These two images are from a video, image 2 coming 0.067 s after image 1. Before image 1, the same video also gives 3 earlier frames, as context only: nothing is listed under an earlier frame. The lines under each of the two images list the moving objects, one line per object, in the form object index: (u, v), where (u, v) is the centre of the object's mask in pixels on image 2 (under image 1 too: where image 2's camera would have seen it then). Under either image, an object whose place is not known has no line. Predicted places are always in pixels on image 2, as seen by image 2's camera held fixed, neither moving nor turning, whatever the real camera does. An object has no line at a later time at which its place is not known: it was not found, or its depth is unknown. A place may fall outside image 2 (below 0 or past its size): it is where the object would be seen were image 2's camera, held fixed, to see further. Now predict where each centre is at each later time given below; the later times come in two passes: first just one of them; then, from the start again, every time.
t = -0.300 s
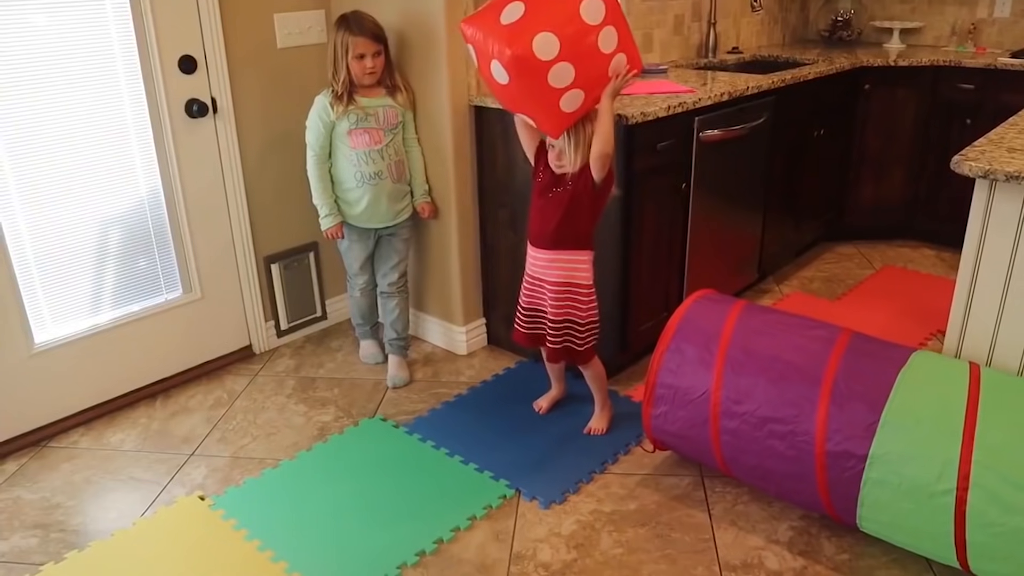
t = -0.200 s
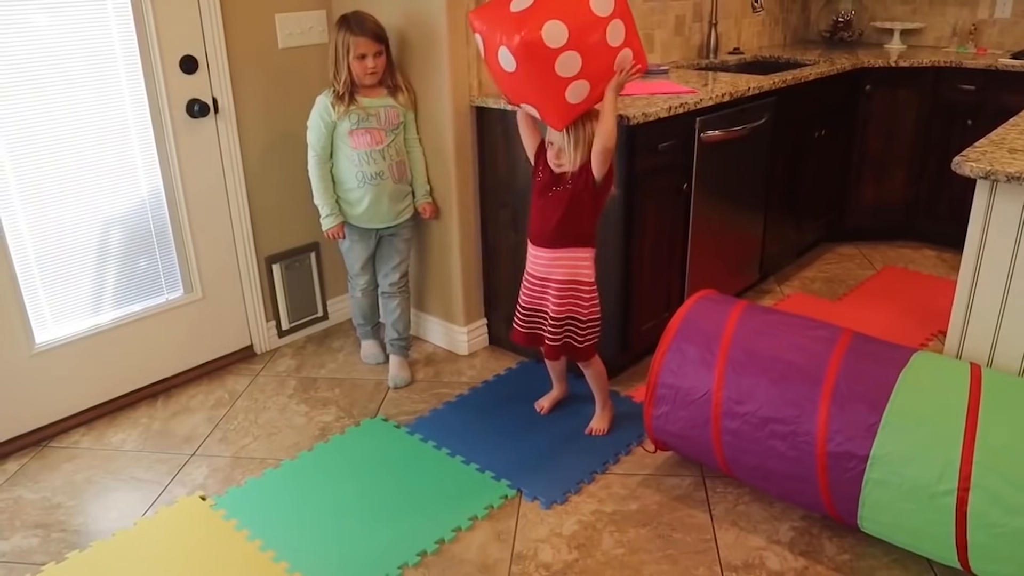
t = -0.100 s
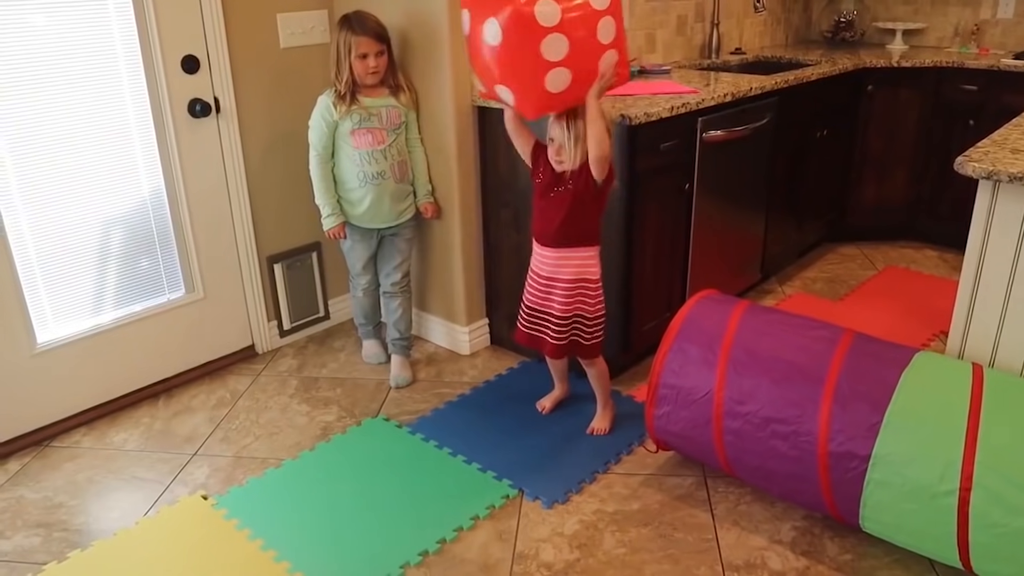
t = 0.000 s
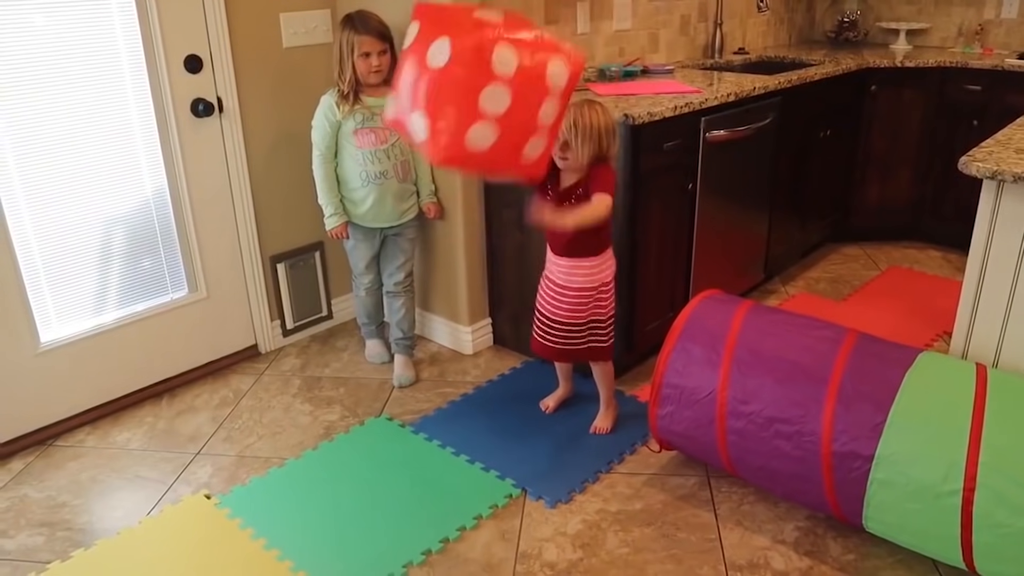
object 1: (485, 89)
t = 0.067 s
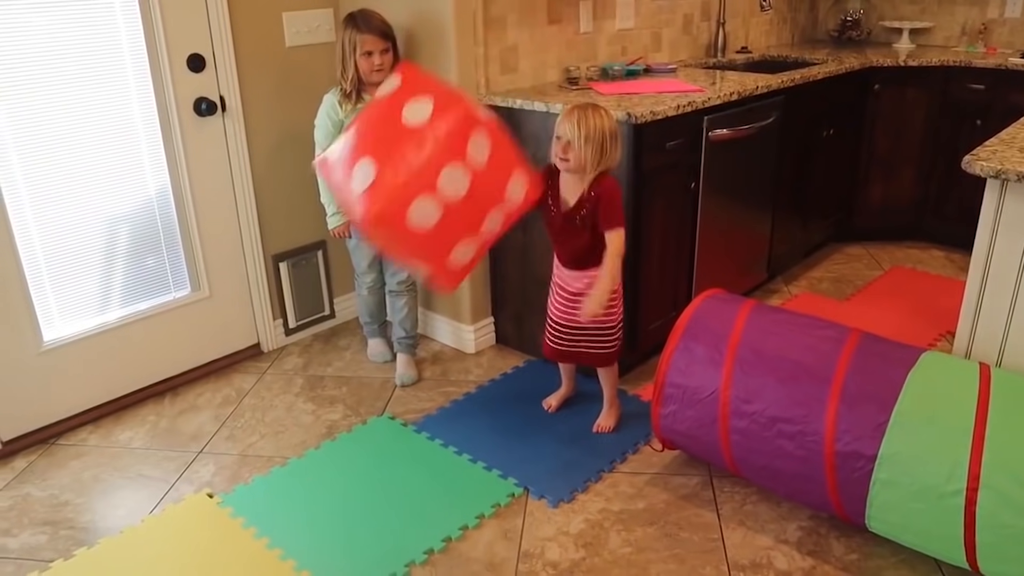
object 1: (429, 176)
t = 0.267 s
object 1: (256, 523)
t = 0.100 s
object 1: (398, 229)
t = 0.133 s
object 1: (368, 286)
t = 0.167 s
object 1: (337, 349)
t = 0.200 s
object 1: (310, 415)
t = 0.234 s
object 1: (280, 479)
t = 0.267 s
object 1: (256, 523)
